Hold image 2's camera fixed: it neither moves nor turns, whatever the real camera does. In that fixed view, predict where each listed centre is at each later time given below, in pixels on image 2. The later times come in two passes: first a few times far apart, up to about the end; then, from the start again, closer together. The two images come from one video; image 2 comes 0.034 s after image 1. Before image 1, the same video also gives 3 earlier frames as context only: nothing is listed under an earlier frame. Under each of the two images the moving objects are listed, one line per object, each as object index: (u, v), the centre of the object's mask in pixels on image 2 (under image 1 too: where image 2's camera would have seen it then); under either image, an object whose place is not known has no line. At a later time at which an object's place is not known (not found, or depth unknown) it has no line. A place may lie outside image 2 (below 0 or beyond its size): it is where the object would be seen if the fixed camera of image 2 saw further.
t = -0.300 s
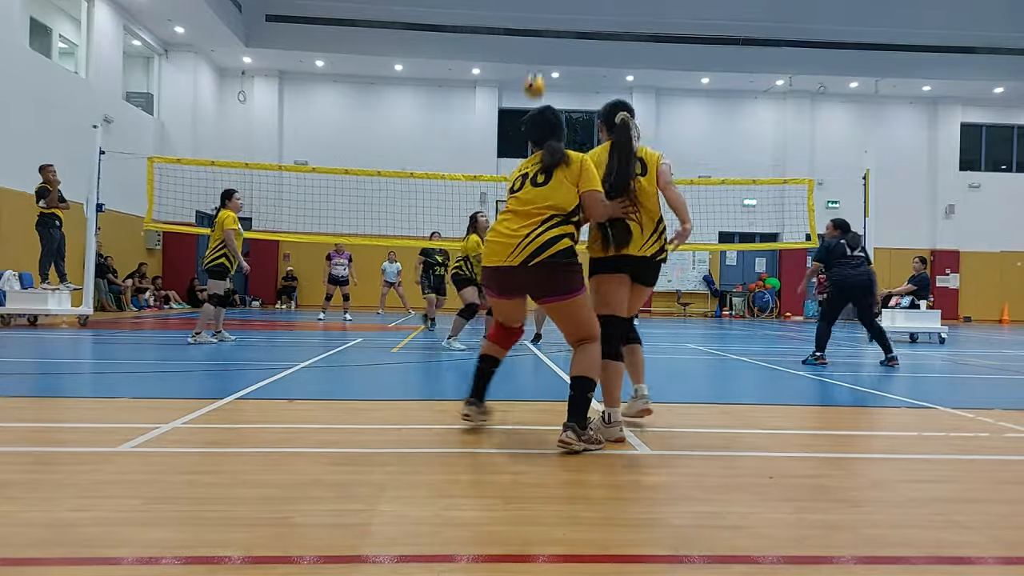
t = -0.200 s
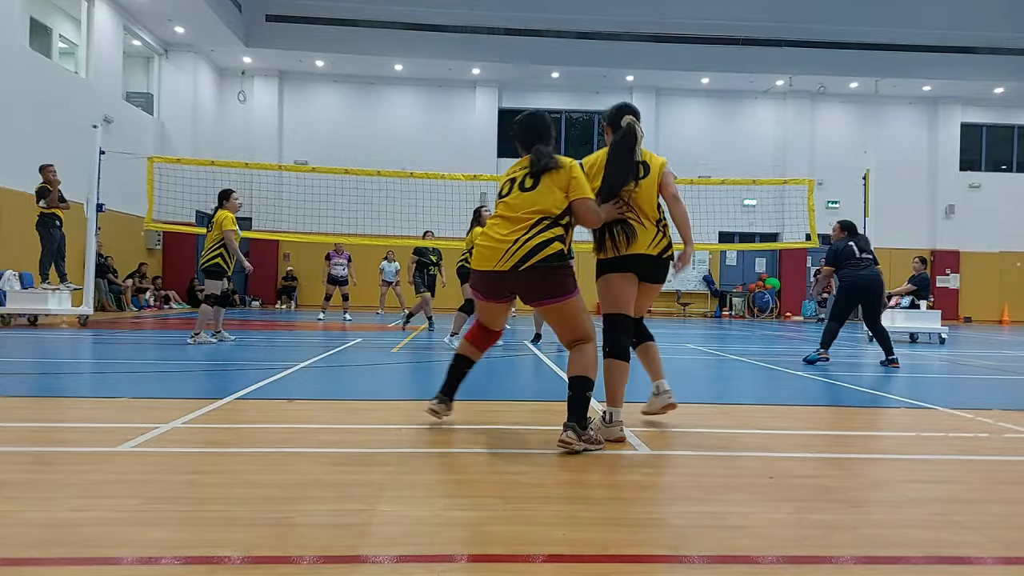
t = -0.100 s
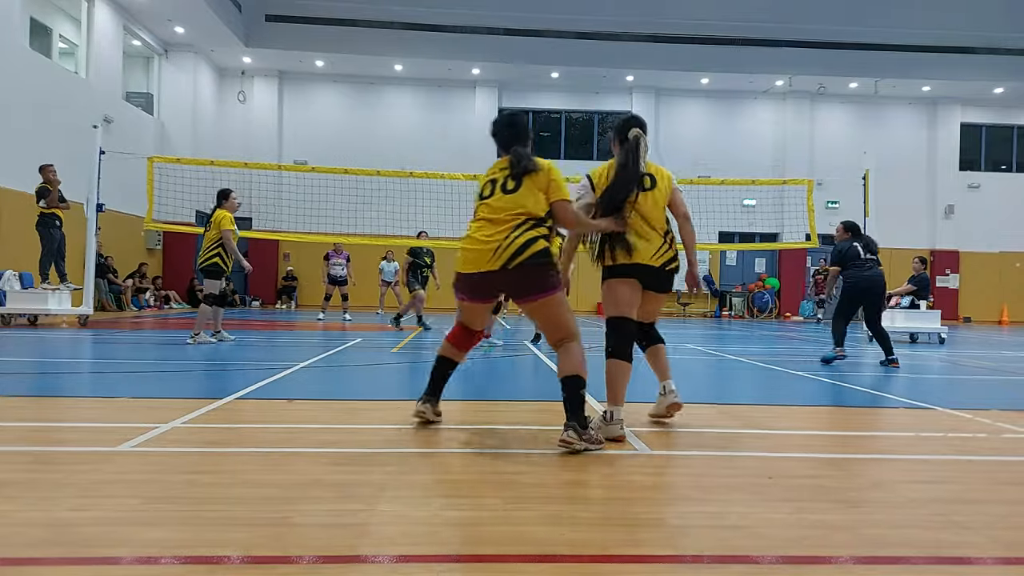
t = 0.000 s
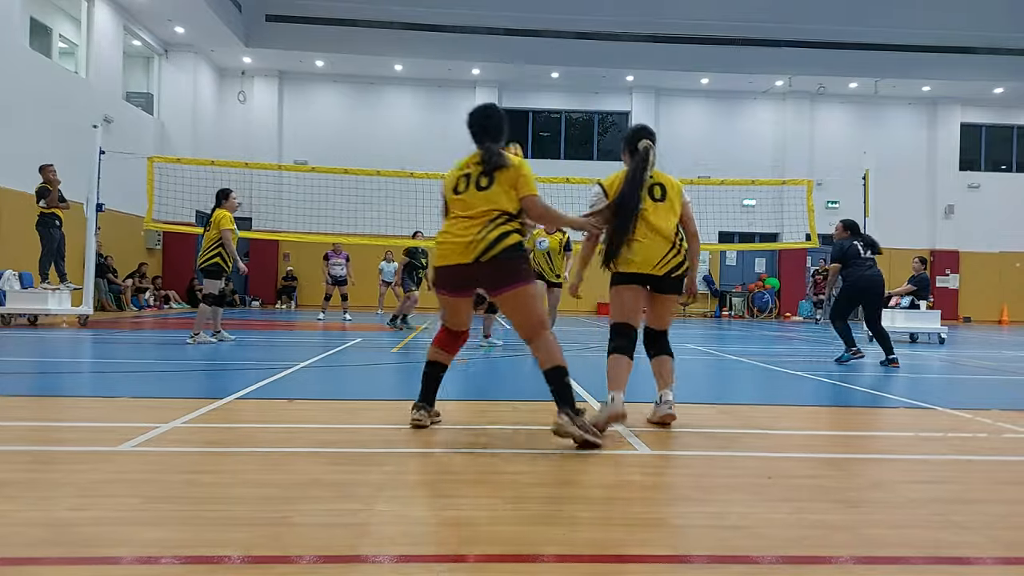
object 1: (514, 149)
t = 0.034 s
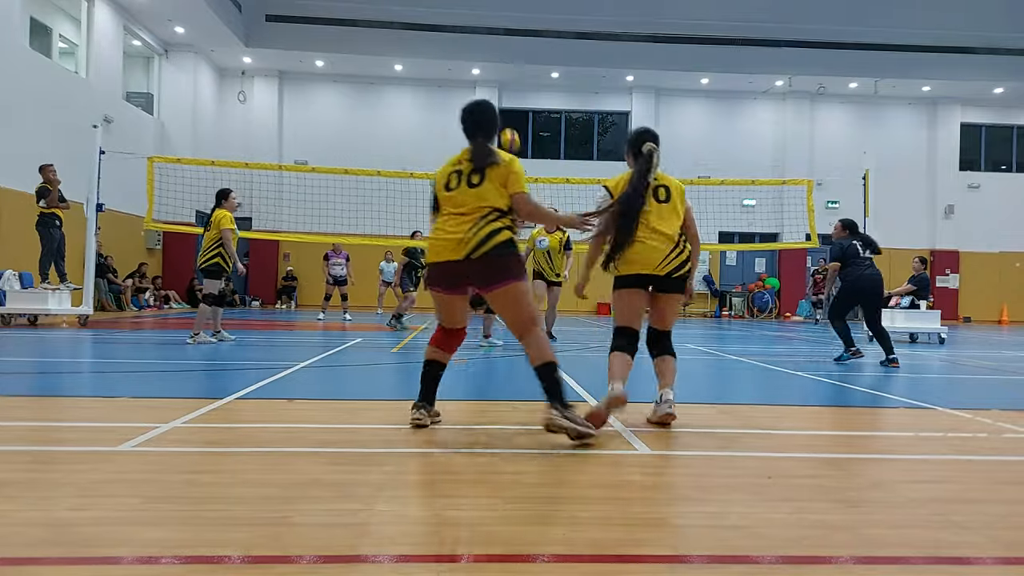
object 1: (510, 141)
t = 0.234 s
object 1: (489, 82)
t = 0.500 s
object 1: (467, 66)
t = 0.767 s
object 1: (450, 96)
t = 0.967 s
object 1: (439, 139)
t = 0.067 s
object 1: (506, 127)
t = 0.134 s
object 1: (499, 105)
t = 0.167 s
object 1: (496, 95)
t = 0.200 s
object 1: (493, 88)
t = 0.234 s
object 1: (489, 82)
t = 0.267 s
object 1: (487, 77)
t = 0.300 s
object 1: (484, 72)
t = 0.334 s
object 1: (481, 69)
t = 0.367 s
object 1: (478, 67)
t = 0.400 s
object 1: (476, 65)
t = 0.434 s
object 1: (473, 64)
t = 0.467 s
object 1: (470, 65)
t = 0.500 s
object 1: (467, 66)
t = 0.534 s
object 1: (466, 68)
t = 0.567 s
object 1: (463, 69)
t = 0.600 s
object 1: (461, 72)
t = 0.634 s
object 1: (459, 76)
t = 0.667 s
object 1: (456, 80)
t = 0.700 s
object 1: (454, 84)
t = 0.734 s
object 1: (452, 90)
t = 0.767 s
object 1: (450, 96)
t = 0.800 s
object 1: (448, 101)
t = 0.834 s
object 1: (447, 109)
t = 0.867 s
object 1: (444, 115)
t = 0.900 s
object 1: (442, 122)
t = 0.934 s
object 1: (441, 130)
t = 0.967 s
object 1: (439, 139)
